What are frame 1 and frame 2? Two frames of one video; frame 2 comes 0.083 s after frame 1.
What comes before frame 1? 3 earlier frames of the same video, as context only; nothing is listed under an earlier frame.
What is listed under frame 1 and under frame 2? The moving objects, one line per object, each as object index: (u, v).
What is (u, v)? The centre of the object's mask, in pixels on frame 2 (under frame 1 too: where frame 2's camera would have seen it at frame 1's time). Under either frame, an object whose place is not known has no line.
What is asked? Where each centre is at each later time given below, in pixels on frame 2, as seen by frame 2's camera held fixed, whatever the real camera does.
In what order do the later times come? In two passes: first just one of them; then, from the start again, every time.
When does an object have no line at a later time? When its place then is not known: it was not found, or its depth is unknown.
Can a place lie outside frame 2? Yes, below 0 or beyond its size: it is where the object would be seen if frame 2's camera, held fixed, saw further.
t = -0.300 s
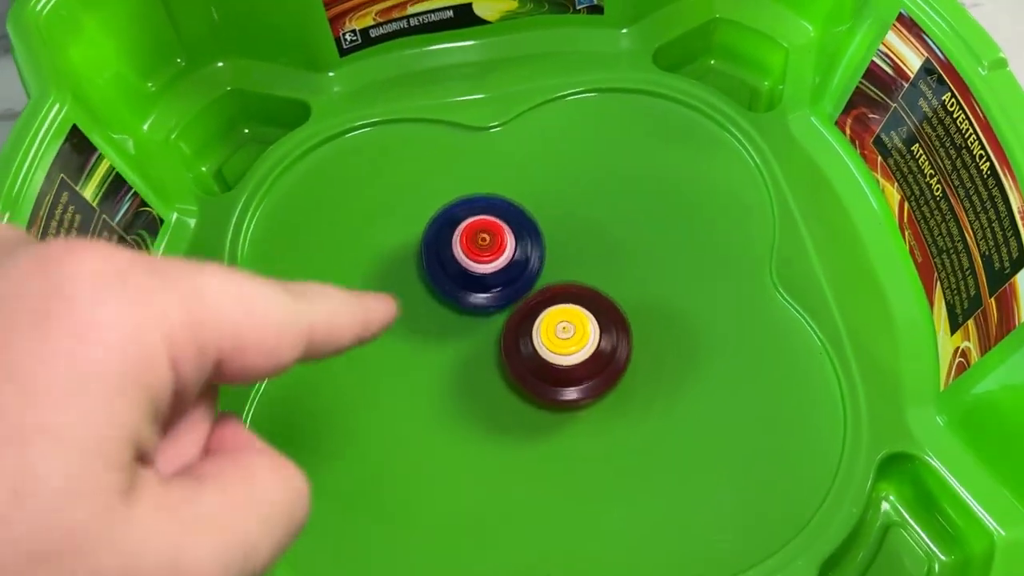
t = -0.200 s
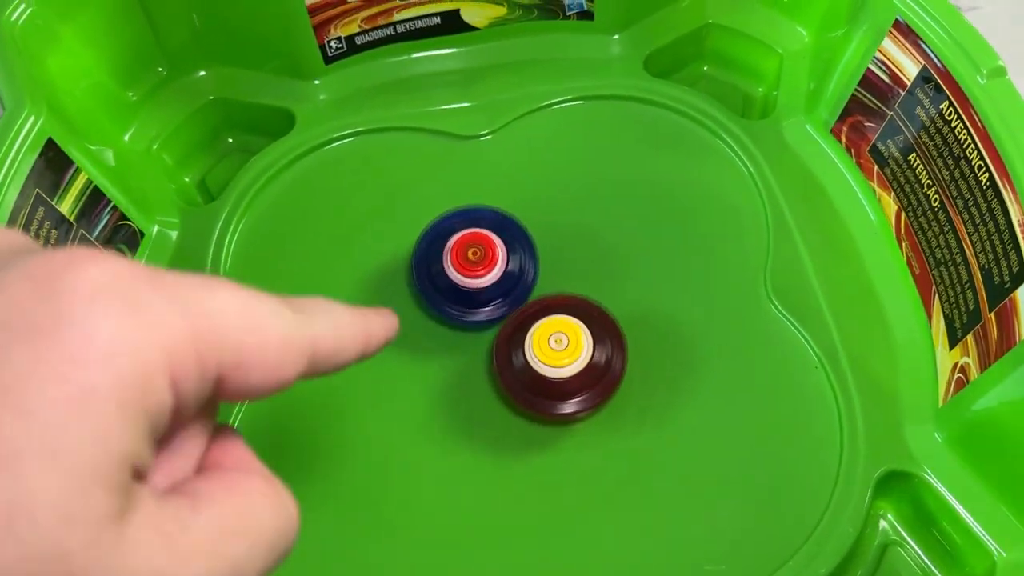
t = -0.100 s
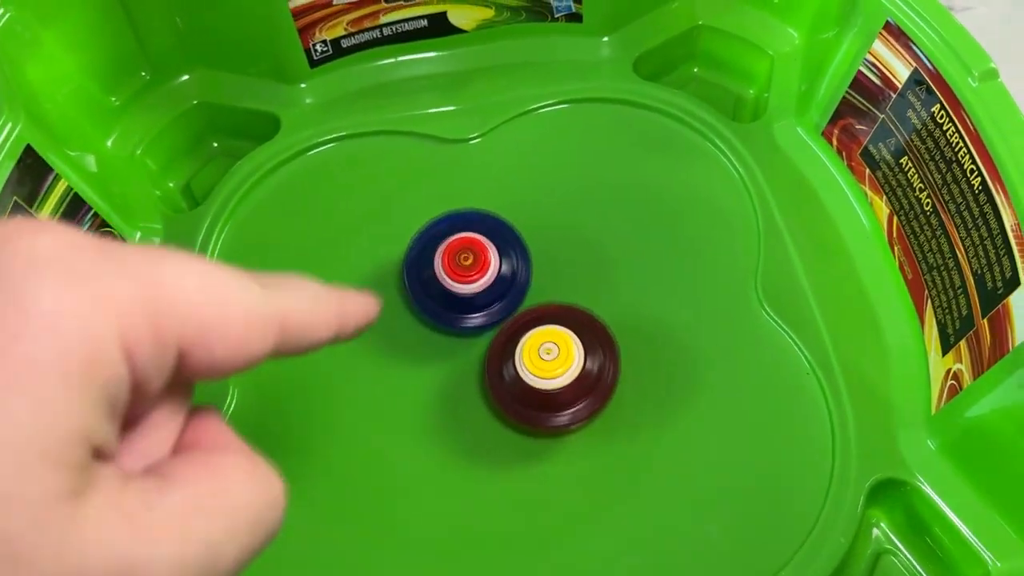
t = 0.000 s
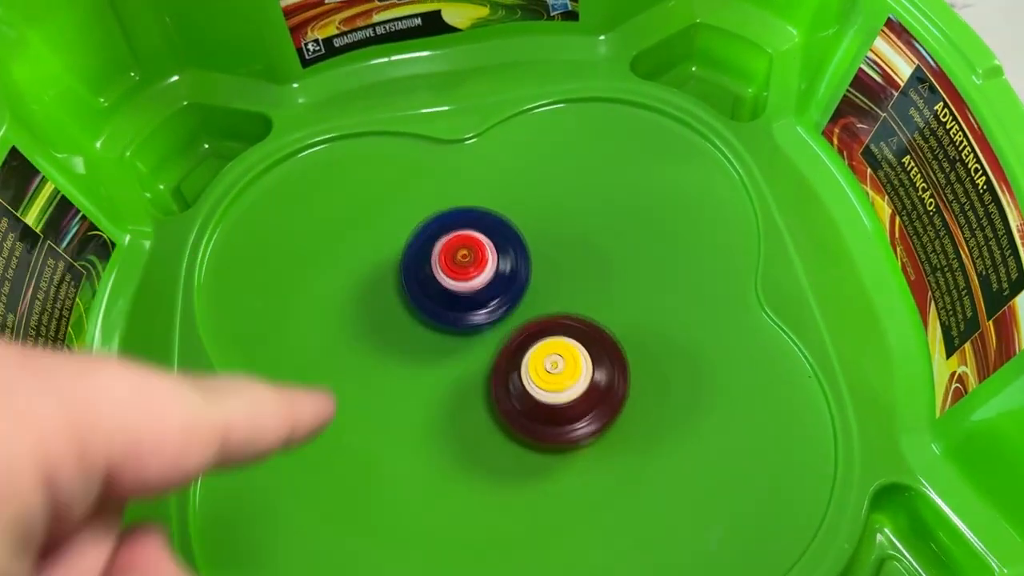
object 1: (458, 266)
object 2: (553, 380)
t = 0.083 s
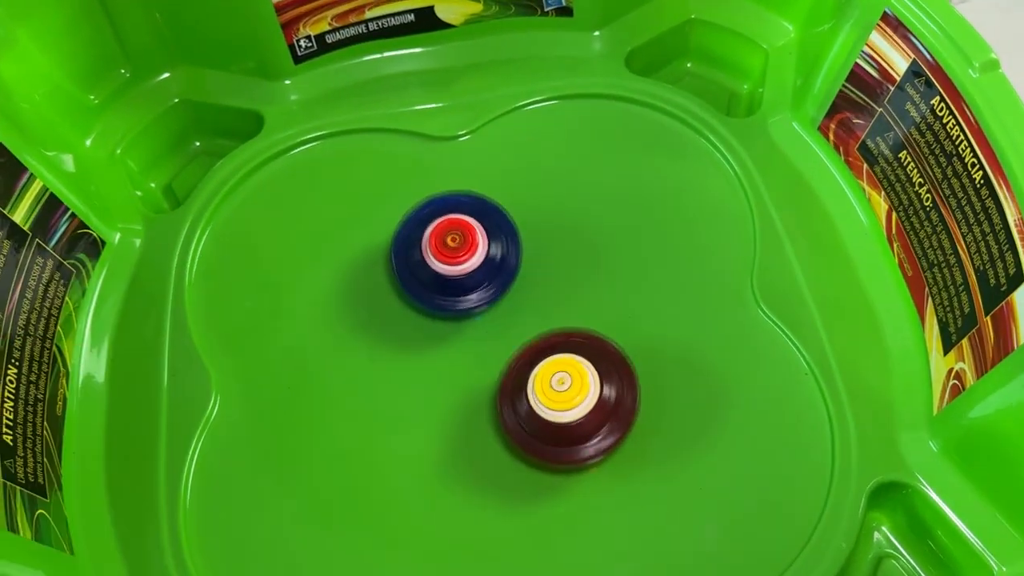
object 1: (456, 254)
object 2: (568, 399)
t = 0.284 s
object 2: (572, 400)
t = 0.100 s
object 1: (456, 254)
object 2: (569, 399)
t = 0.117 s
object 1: (457, 255)
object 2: (569, 400)
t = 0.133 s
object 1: (458, 255)
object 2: (570, 400)
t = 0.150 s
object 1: (458, 257)
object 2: (570, 400)
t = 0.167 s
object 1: (459, 257)
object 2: (571, 399)
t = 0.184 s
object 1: (460, 258)
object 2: (572, 399)
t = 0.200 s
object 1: (461, 259)
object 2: (572, 399)
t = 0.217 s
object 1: (461, 261)
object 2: (572, 399)
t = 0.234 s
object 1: (462, 262)
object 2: (573, 400)
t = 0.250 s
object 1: (463, 263)
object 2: (572, 399)
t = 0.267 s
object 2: (573, 399)
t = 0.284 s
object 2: (572, 400)
